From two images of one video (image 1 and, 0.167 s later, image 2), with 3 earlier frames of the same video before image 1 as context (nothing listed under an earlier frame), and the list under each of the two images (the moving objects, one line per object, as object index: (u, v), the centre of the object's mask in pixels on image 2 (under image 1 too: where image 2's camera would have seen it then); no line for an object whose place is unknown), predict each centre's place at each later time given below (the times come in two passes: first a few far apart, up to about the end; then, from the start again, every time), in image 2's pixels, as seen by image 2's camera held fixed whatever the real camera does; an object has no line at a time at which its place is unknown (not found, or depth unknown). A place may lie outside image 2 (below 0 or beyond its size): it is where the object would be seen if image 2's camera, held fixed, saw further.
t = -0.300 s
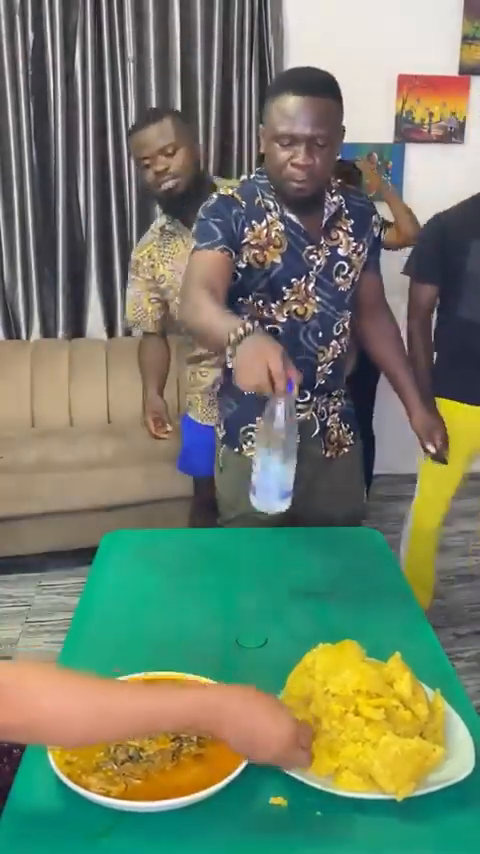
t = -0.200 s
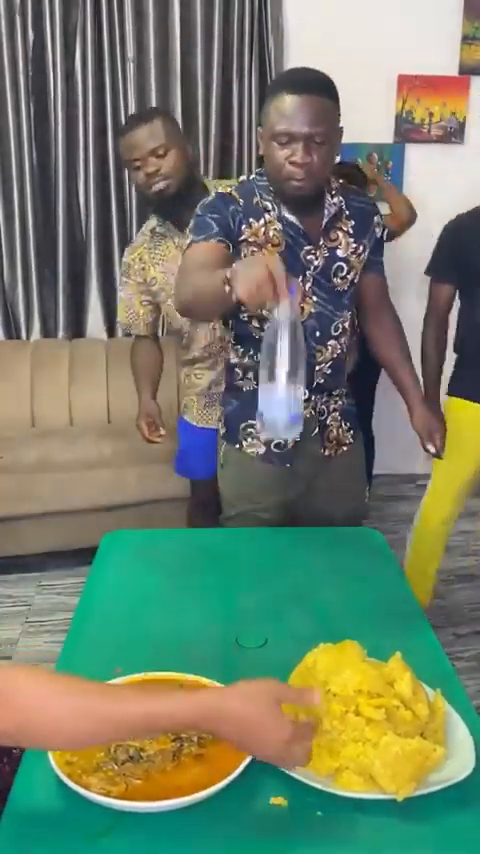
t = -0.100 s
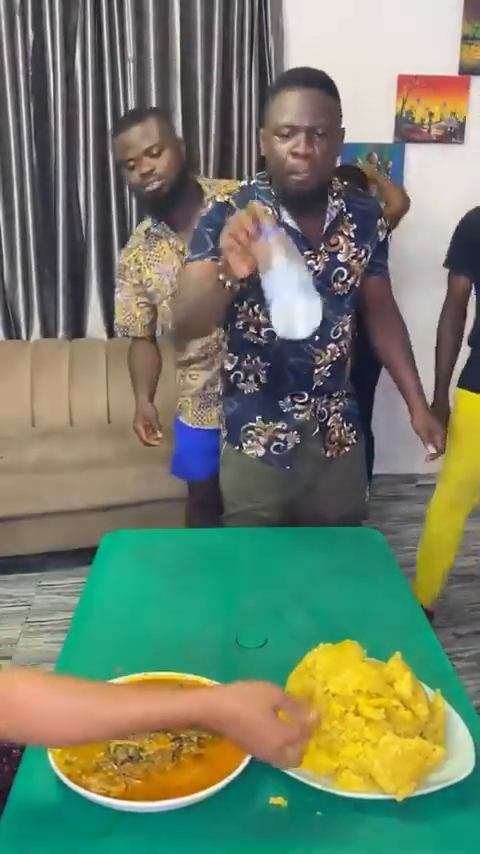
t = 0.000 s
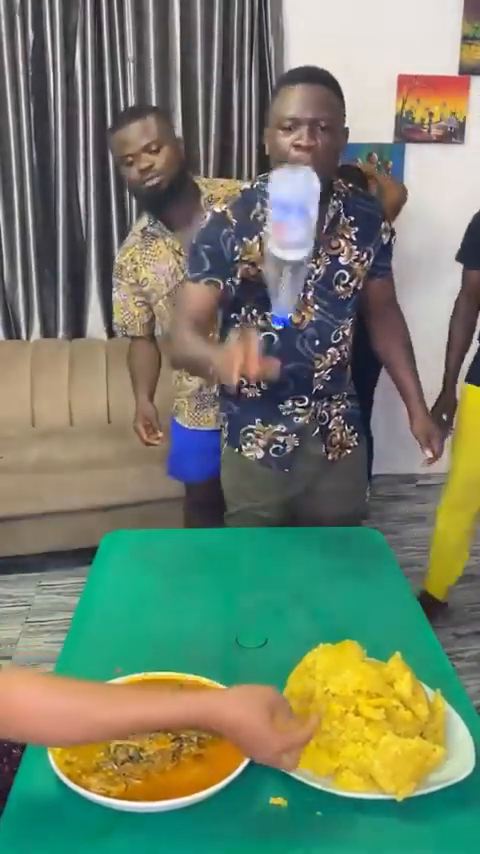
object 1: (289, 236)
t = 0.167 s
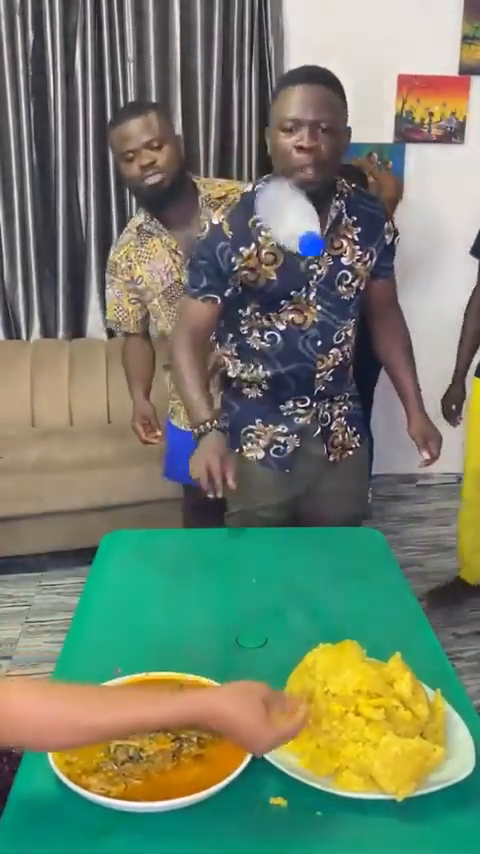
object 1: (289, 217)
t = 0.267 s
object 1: (283, 304)
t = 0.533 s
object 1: (270, 587)
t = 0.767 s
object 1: (250, 587)
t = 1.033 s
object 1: (236, 589)
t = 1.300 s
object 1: (218, 591)
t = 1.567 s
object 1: (209, 591)
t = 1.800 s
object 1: (207, 591)
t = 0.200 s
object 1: (287, 239)
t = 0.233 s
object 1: (285, 270)
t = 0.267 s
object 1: (283, 304)
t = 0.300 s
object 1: (283, 346)
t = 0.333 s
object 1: (281, 391)
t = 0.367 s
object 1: (279, 441)
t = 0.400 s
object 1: (278, 494)
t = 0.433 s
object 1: (278, 548)
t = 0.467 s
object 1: (275, 560)
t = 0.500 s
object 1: (272, 577)
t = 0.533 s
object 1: (270, 587)
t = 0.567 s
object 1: (266, 587)
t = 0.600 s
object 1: (262, 586)
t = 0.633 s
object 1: (259, 586)
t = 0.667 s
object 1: (256, 587)
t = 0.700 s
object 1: (253, 586)
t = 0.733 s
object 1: (251, 587)
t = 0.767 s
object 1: (250, 587)
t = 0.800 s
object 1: (250, 587)
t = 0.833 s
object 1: (249, 587)
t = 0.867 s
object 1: (247, 588)
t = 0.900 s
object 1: (245, 588)
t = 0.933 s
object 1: (243, 588)
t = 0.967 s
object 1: (240, 588)
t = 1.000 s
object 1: (238, 588)
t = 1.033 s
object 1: (236, 589)
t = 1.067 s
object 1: (234, 589)
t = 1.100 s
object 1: (232, 590)
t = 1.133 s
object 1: (229, 590)
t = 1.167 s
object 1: (226, 590)
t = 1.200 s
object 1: (224, 591)
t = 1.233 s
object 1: (222, 591)
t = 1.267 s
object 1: (220, 591)
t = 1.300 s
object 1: (218, 591)
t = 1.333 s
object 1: (216, 590)
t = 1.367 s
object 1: (214, 591)
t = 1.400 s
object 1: (213, 591)
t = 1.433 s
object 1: (212, 591)
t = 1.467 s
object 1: (211, 591)
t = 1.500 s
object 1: (211, 591)
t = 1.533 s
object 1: (210, 591)
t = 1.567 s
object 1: (209, 591)
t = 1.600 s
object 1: (209, 591)
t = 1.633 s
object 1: (208, 591)
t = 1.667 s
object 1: (208, 591)
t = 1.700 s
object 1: (208, 591)
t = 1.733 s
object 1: (207, 591)
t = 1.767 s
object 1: (207, 591)
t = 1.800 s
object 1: (207, 591)
